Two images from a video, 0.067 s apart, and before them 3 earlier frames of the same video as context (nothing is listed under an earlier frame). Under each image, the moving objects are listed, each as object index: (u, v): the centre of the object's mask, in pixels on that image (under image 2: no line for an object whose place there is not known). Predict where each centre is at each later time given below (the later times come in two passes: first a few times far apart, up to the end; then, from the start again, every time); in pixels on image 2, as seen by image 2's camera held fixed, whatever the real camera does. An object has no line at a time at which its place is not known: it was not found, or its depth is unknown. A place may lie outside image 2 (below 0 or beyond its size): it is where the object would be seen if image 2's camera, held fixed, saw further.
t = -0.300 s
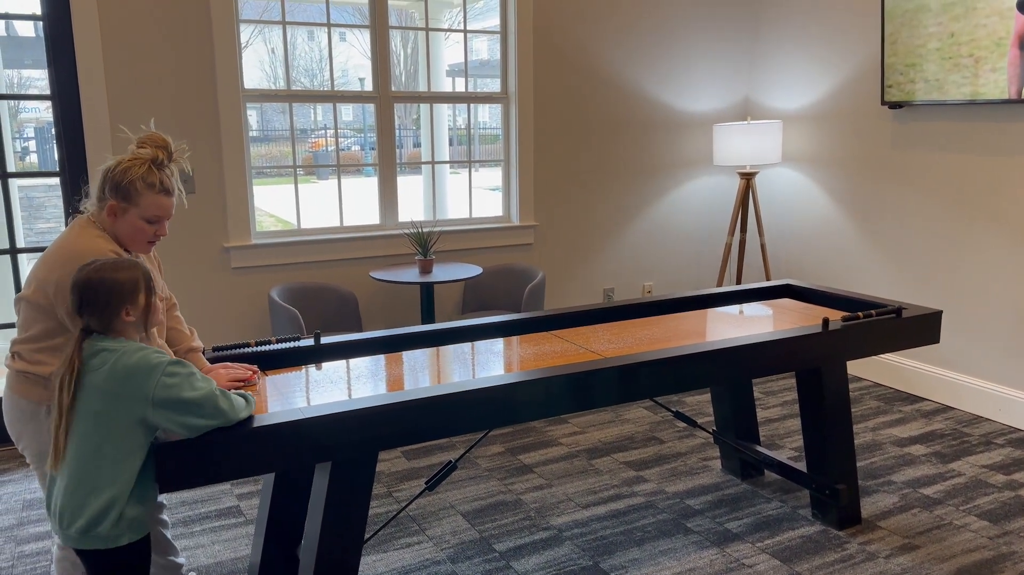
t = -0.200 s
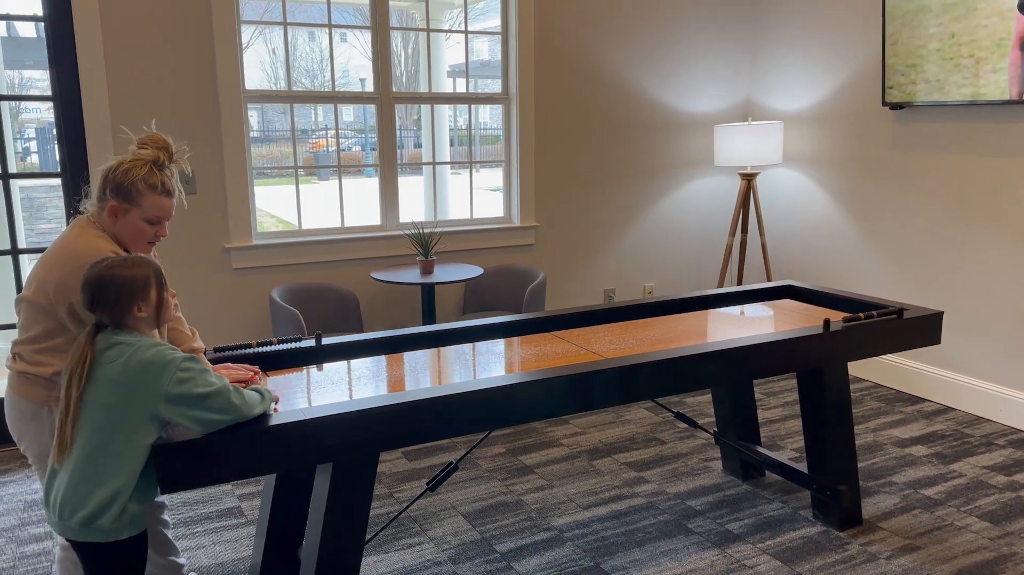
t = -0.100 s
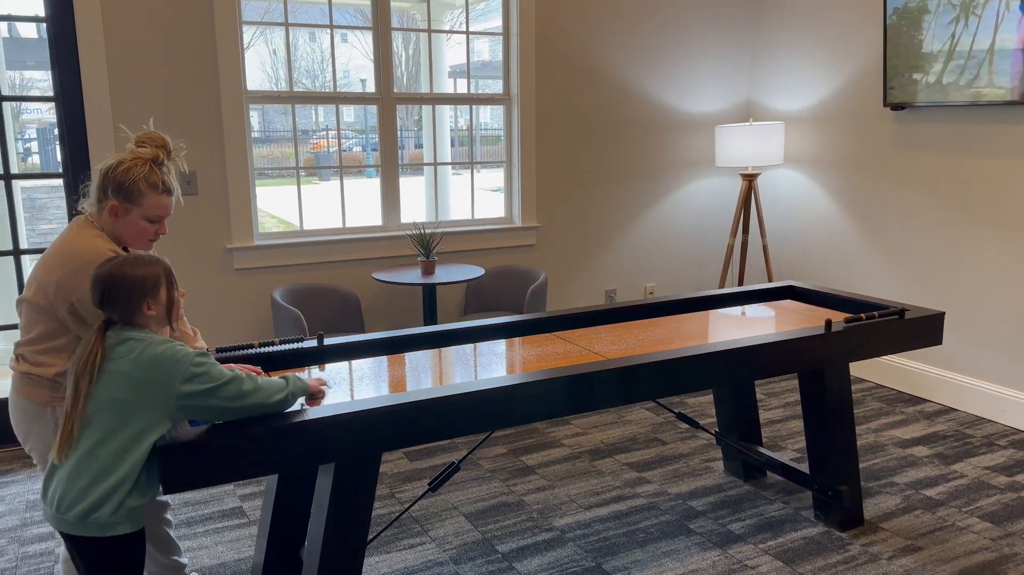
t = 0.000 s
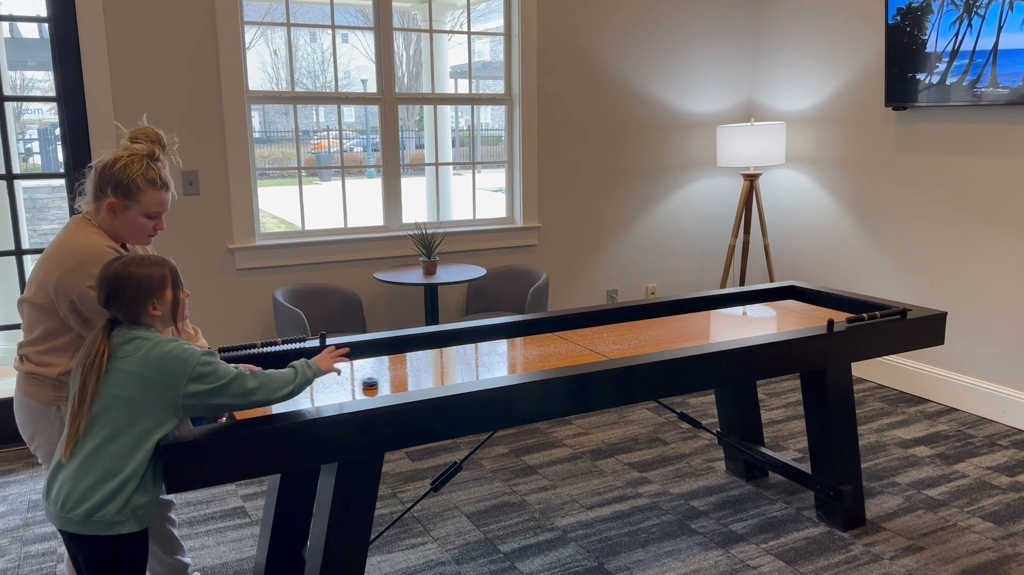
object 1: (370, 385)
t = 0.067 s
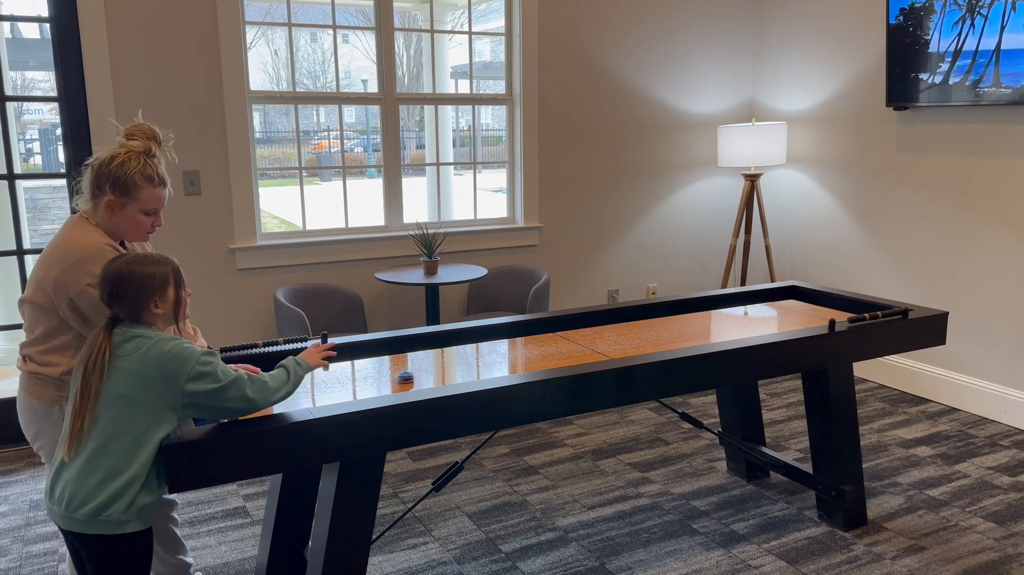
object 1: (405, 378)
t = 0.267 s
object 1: (499, 364)
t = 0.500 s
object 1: (594, 347)
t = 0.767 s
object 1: (687, 331)
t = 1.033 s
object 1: (770, 316)
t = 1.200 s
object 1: (815, 308)
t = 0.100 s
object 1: (422, 376)
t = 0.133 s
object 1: (438, 374)
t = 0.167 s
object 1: (454, 371)
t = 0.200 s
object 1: (469, 368)
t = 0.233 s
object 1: (484, 365)
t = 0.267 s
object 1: (499, 364)
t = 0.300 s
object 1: (514, 360)
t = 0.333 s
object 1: (527, 358)
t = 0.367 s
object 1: (541, 355)
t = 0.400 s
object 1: (555, 353)
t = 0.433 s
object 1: (568, 350)
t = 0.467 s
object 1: (581, 349)
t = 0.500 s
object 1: (594, 347)
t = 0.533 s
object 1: (606, 344)
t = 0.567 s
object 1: (618, 342)
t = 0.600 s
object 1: (630, 340)
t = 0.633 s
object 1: (642, 338)
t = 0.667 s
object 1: (654, 336)
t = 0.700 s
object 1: (665, 335)
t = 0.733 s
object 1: (676, 333)
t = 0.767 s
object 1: (687, 331)
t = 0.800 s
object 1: (698, 329)
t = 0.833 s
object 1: (710, 327)
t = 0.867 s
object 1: (720, 326)
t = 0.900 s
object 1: (730, 323)
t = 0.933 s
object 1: (741, 322)
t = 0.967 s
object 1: (750, 320)
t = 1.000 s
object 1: (760, 318)
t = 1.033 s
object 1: (770, 316)
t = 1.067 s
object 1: (779, 315)
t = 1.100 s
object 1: (788, 313)
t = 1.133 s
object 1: (798, 311)
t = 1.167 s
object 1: (807, 310)
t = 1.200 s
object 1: (815, 308)
